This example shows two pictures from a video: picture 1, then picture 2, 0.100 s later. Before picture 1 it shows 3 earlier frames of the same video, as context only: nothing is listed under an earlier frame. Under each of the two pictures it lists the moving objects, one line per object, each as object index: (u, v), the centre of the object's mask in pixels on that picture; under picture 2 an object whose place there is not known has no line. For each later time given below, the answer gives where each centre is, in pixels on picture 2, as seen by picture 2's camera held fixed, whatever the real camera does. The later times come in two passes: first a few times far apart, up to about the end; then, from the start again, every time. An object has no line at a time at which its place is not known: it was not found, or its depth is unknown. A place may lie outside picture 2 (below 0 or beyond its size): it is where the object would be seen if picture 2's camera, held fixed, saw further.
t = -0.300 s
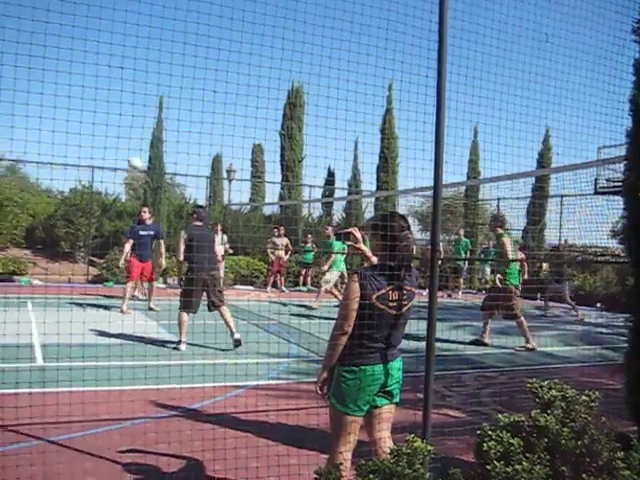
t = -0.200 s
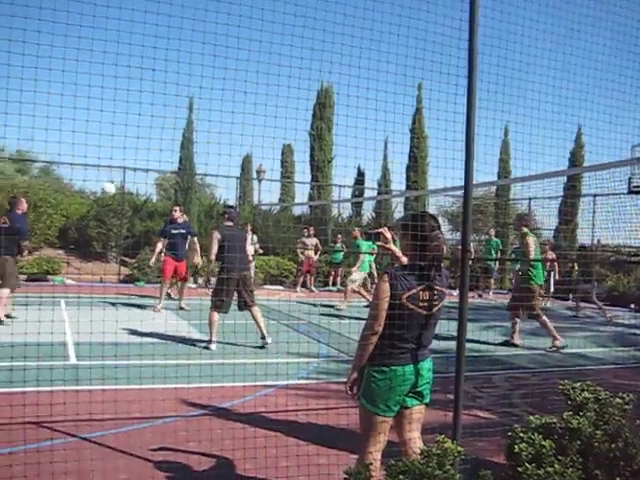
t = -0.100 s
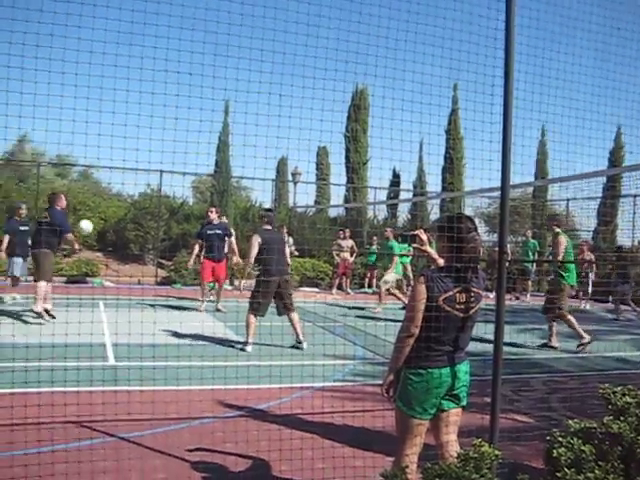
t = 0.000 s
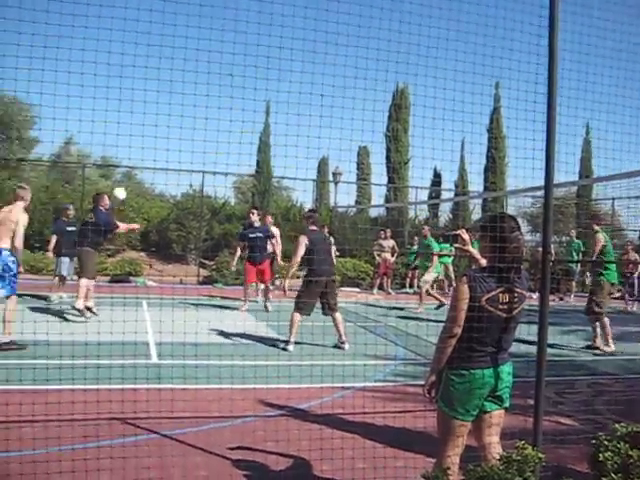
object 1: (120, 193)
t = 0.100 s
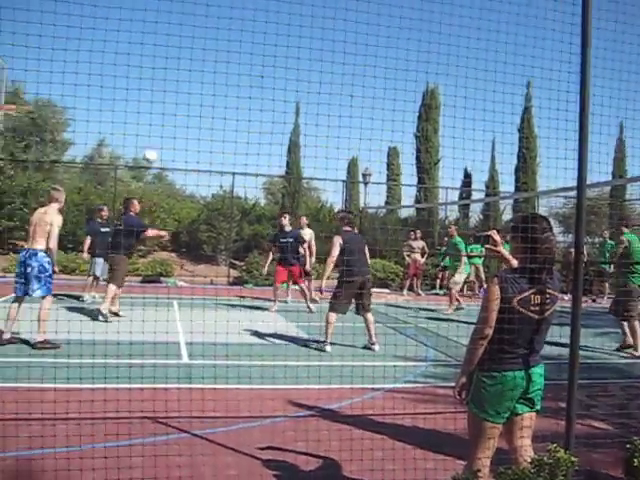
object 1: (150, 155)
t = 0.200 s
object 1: (149, 125)
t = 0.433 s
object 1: (144, 81)
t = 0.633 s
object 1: (137, 72)
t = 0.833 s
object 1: (131, 84)
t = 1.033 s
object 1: (122, 115)
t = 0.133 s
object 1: (149, 145)
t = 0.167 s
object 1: (149, 134)
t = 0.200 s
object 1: (149, 125)
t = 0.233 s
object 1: (148, 116)
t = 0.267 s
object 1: (147, 109)
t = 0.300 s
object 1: (146, 101)
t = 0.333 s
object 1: (145, 95)
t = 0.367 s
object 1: (145, 90)
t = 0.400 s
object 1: (144, 85)
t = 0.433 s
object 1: (144, 81)
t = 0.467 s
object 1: (142, 79)
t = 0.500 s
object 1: (141, 75)
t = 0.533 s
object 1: (140, 74)
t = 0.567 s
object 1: (139, 72)
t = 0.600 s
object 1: (138, 72)
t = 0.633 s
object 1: (137, 72)
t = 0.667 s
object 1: (136, 72)
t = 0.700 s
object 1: (135, 73)
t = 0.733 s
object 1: (134, 75)
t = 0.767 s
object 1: (133, 77)
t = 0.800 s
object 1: (132, 80)
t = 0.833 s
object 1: (131, 84)
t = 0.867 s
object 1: (129, 87)
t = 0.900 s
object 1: (128, 92)
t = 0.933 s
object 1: (126, 97)
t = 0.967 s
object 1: (125, 103)
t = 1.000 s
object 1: (124, 108)
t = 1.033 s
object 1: (122, 115)
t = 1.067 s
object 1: (121, 122)
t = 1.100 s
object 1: (120, 130)
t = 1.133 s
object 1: (118, 137)
